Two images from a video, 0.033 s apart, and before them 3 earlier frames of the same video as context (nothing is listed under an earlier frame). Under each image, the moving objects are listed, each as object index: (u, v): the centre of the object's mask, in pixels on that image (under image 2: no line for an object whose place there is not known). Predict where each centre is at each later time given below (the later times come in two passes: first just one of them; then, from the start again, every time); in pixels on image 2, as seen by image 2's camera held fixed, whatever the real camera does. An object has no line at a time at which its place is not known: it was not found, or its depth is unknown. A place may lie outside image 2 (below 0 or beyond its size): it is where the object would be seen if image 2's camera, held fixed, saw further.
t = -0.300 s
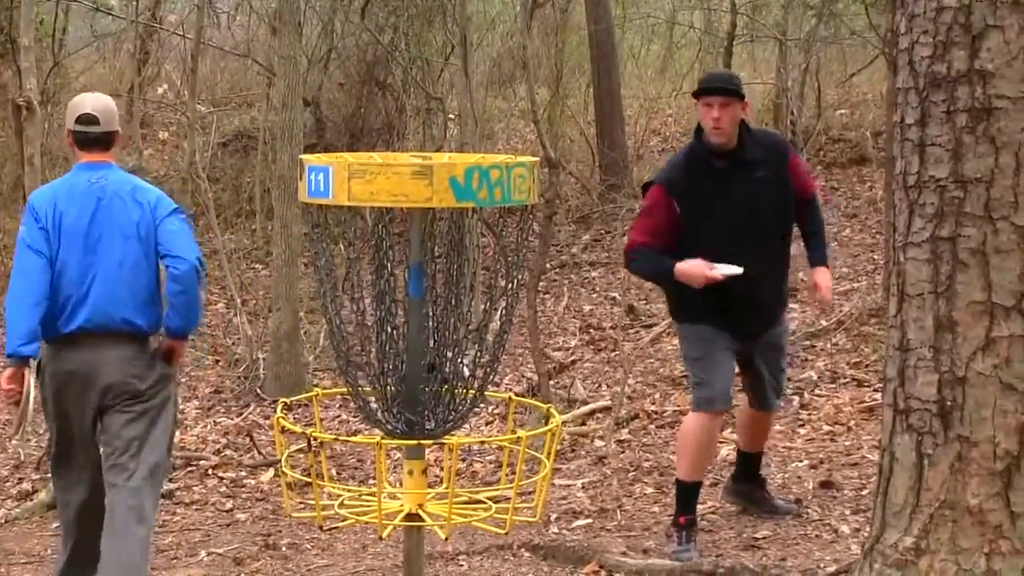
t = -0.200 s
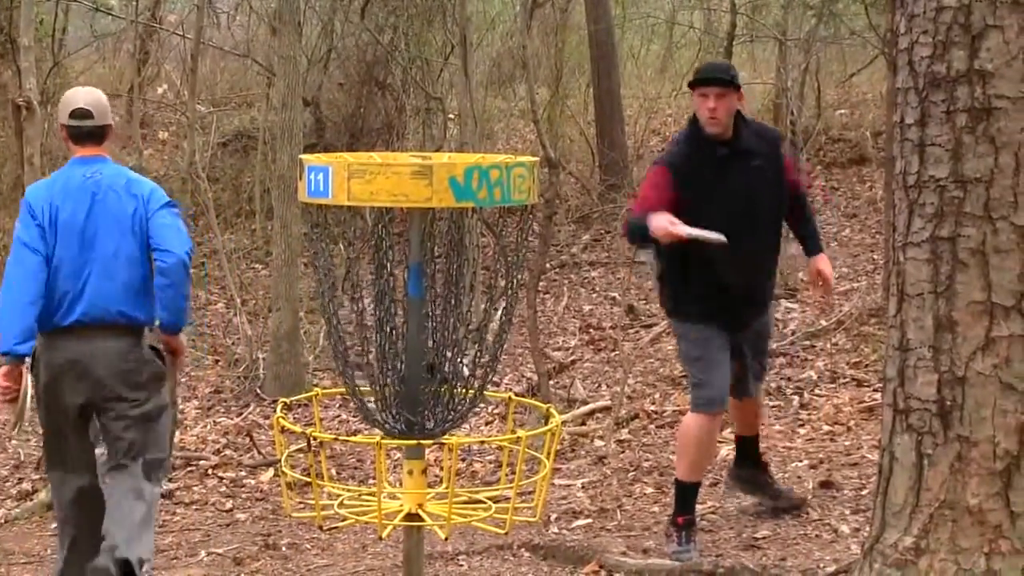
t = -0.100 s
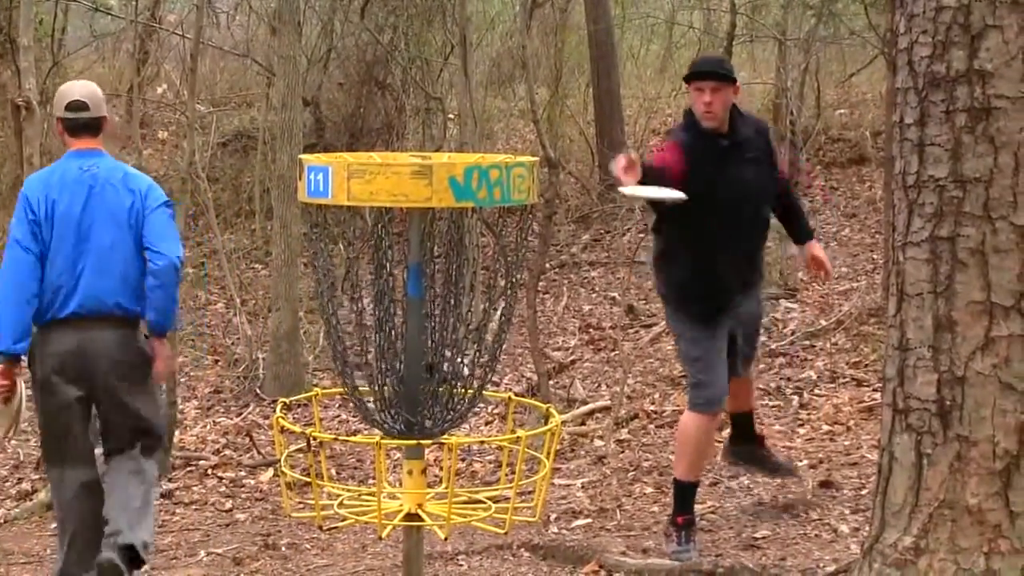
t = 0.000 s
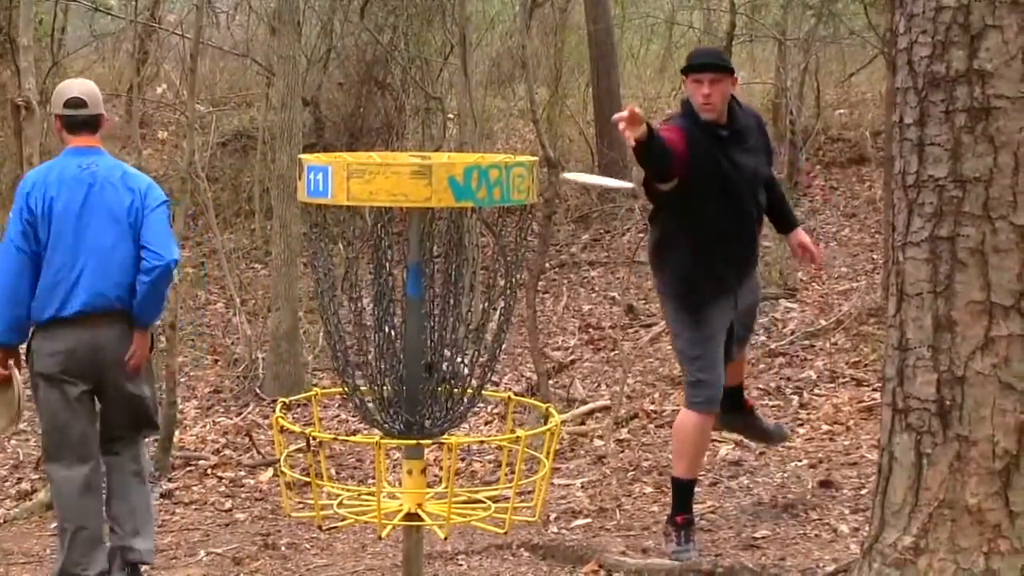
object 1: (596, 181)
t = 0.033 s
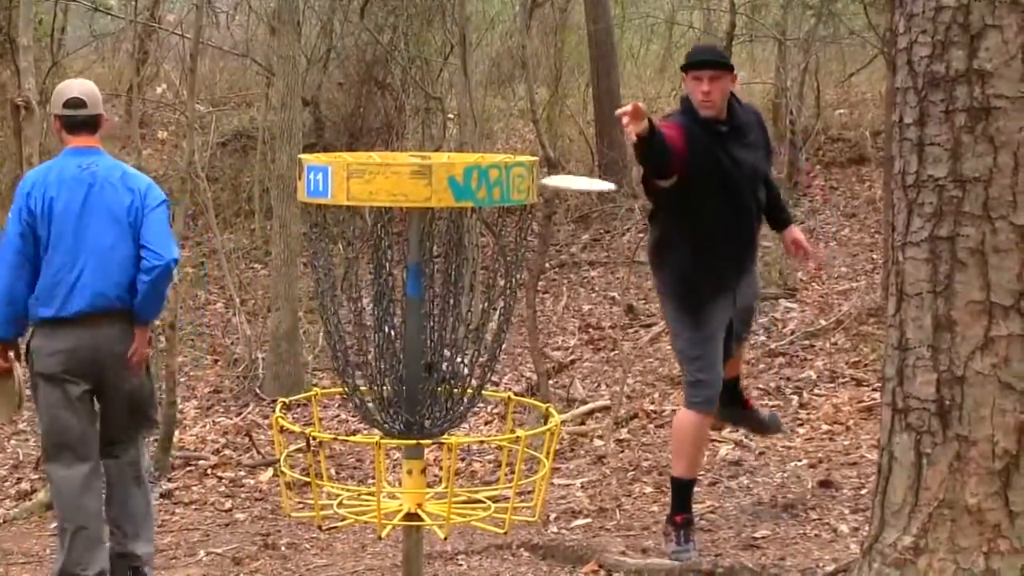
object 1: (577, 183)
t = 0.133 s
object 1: (516, 216)
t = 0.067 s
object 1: (565, 190)
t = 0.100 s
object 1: (555, 202)
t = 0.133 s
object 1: (516, 216)
